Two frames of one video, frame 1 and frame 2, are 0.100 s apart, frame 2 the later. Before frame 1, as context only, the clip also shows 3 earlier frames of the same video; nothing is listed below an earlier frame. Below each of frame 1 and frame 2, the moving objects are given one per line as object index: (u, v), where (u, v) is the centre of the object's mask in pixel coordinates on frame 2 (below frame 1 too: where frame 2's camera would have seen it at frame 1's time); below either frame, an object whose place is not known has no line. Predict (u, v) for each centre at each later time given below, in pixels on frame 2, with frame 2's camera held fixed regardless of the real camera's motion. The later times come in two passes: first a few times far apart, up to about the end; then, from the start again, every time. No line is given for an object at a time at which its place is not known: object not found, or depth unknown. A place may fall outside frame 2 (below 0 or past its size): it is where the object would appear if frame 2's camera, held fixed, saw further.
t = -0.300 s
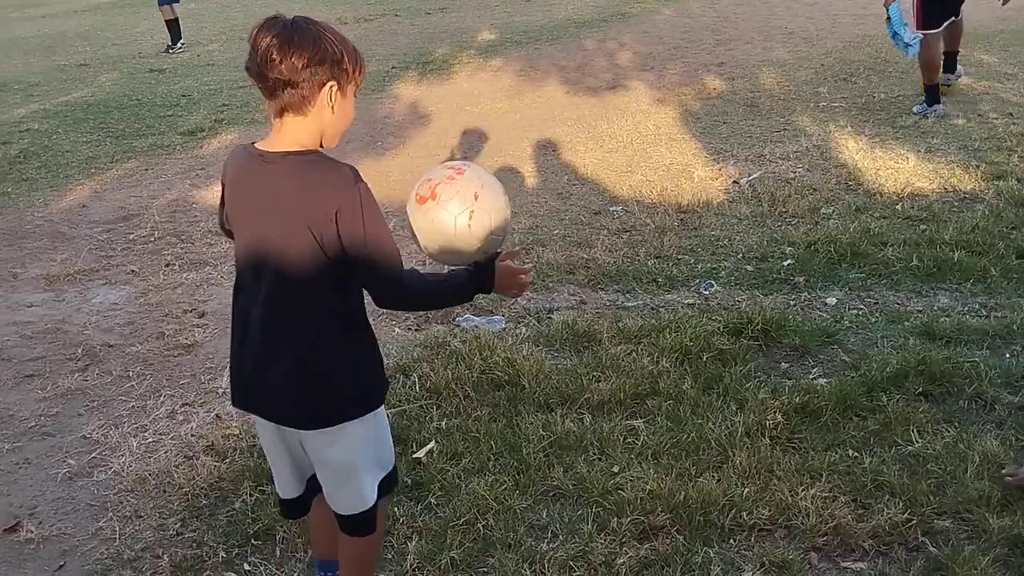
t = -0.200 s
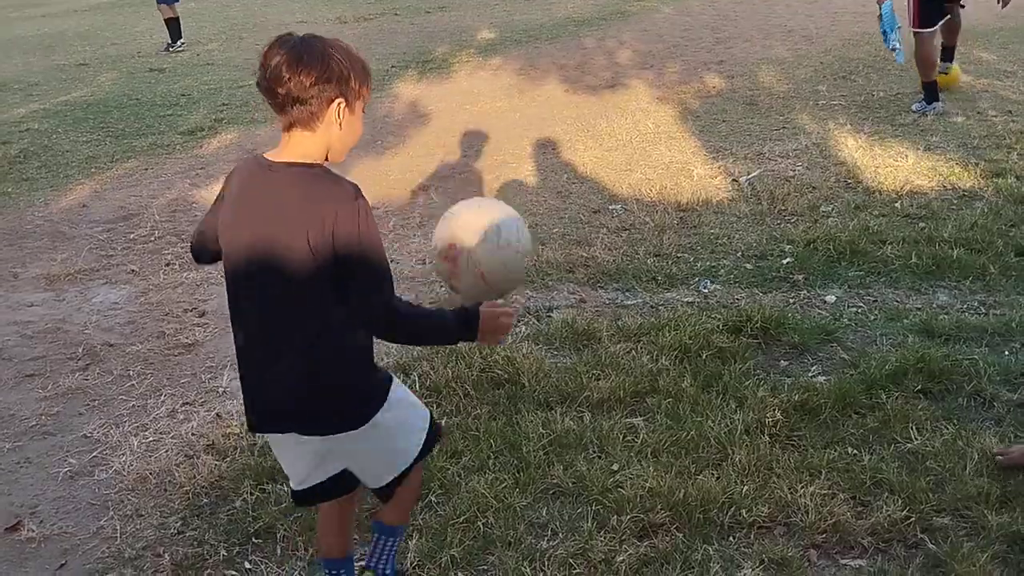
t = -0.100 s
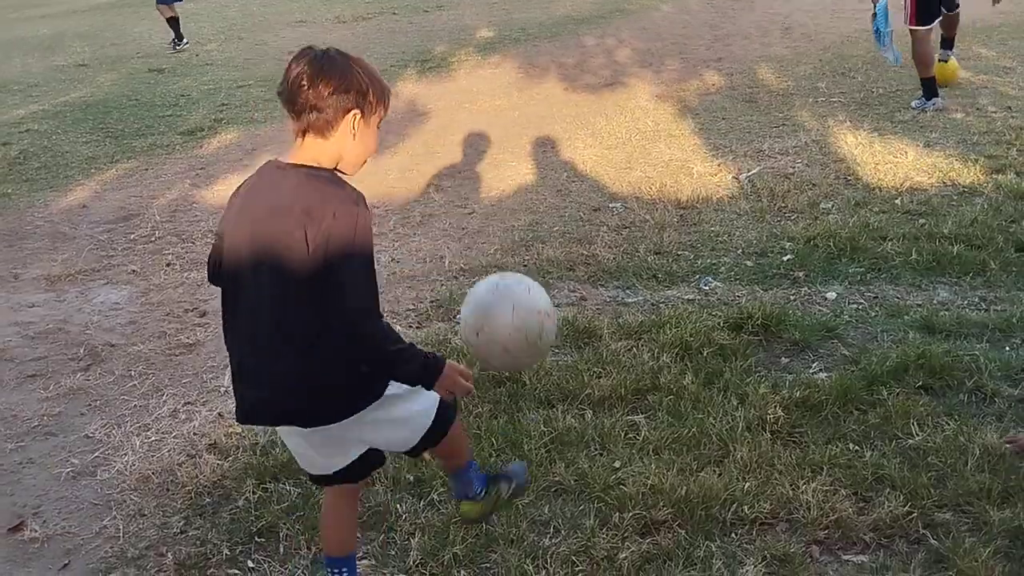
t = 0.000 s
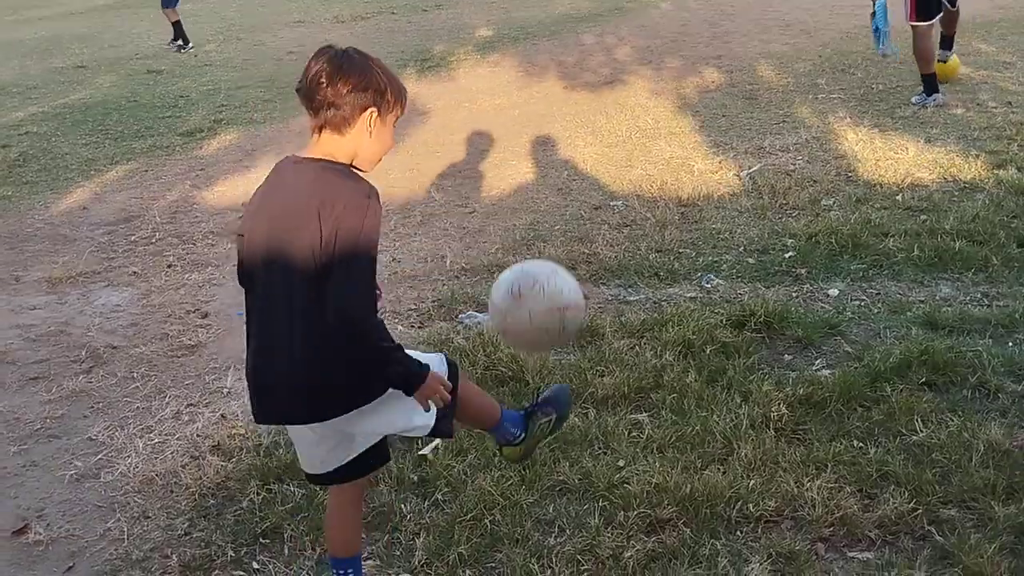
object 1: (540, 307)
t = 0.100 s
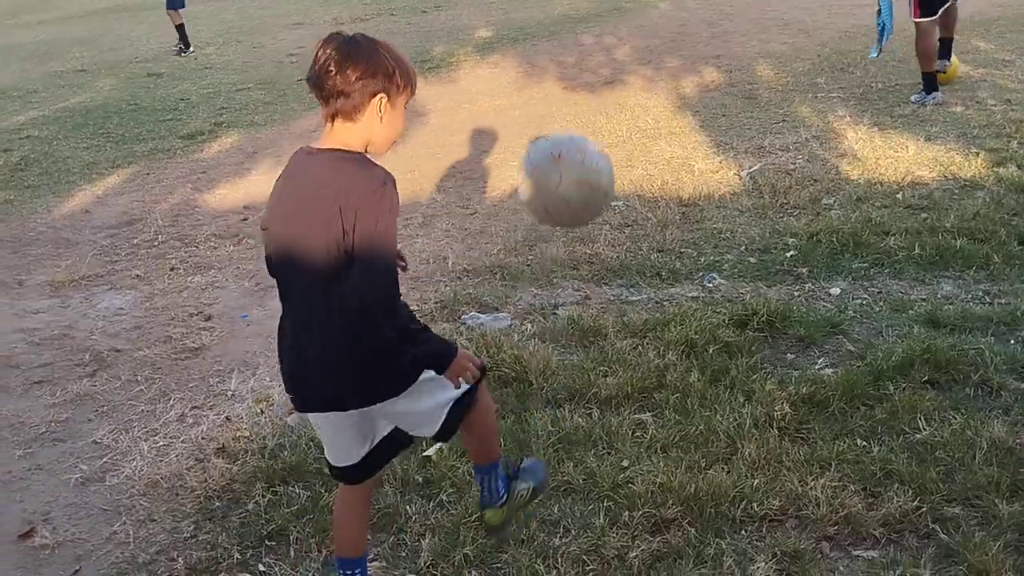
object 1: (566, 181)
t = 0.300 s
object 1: (633, 41)
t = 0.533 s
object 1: (711, 86)
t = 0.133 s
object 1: (575, 145)
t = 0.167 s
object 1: (585, 113)
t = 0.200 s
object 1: (597, 87)
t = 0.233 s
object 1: (609, 66)
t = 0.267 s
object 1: (621, 49)
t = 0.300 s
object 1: (633, 41)
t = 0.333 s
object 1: (644, 37)
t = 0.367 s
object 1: (653, 35)
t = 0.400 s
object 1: (666, 37)
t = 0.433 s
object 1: (677, 41)
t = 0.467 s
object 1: (687, 48)
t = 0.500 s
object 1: (700, 64)
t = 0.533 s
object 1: (711, 86)
